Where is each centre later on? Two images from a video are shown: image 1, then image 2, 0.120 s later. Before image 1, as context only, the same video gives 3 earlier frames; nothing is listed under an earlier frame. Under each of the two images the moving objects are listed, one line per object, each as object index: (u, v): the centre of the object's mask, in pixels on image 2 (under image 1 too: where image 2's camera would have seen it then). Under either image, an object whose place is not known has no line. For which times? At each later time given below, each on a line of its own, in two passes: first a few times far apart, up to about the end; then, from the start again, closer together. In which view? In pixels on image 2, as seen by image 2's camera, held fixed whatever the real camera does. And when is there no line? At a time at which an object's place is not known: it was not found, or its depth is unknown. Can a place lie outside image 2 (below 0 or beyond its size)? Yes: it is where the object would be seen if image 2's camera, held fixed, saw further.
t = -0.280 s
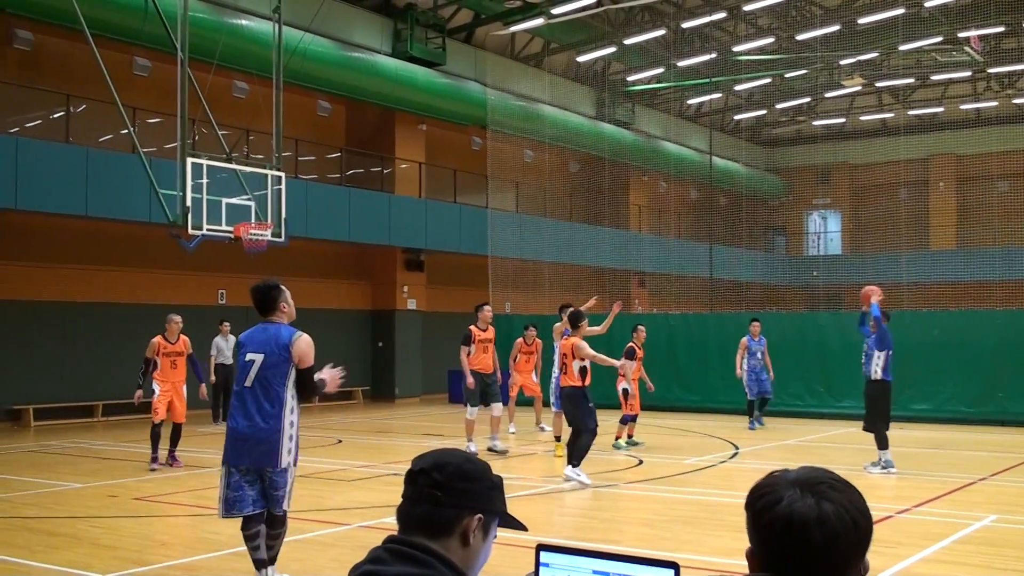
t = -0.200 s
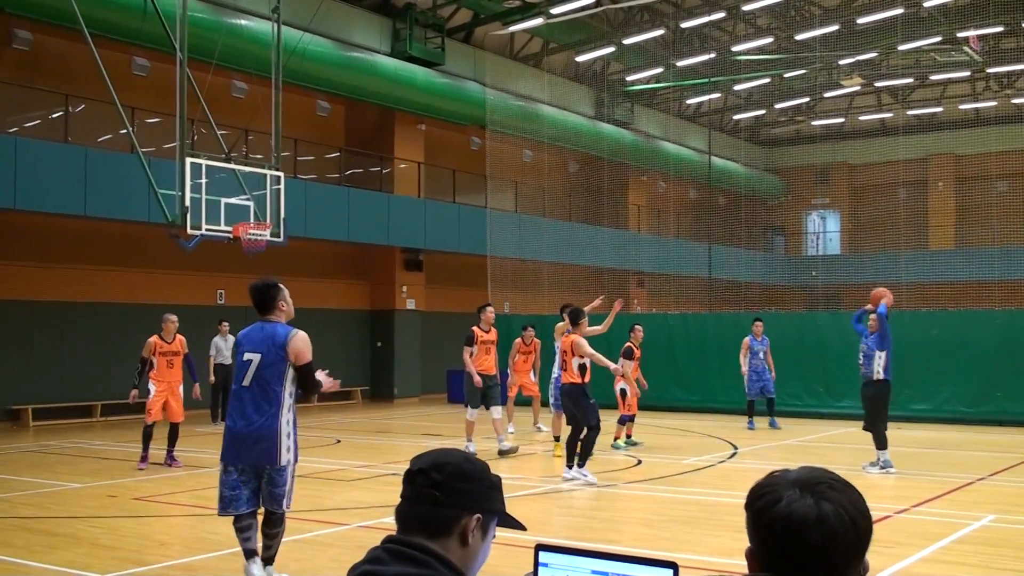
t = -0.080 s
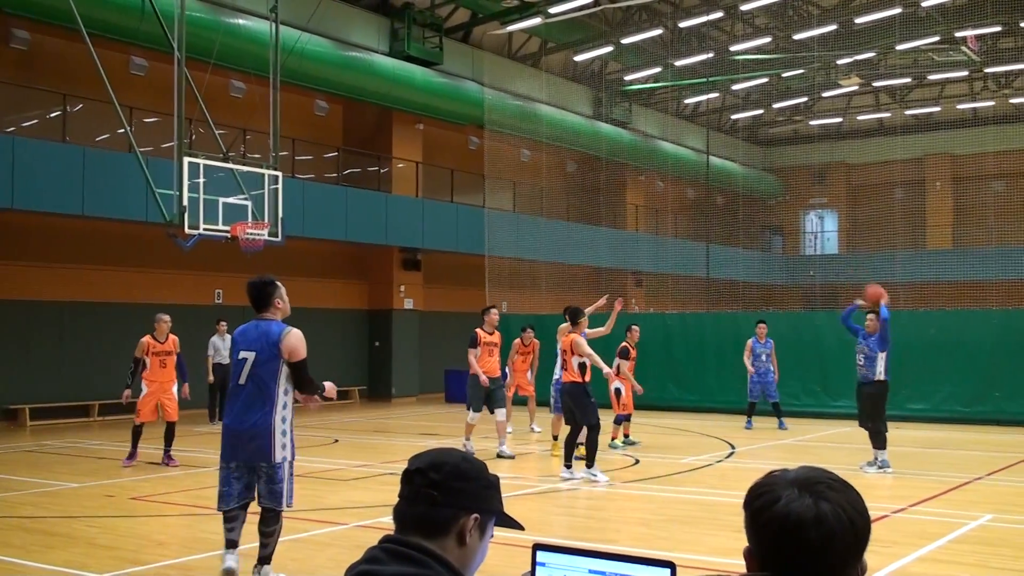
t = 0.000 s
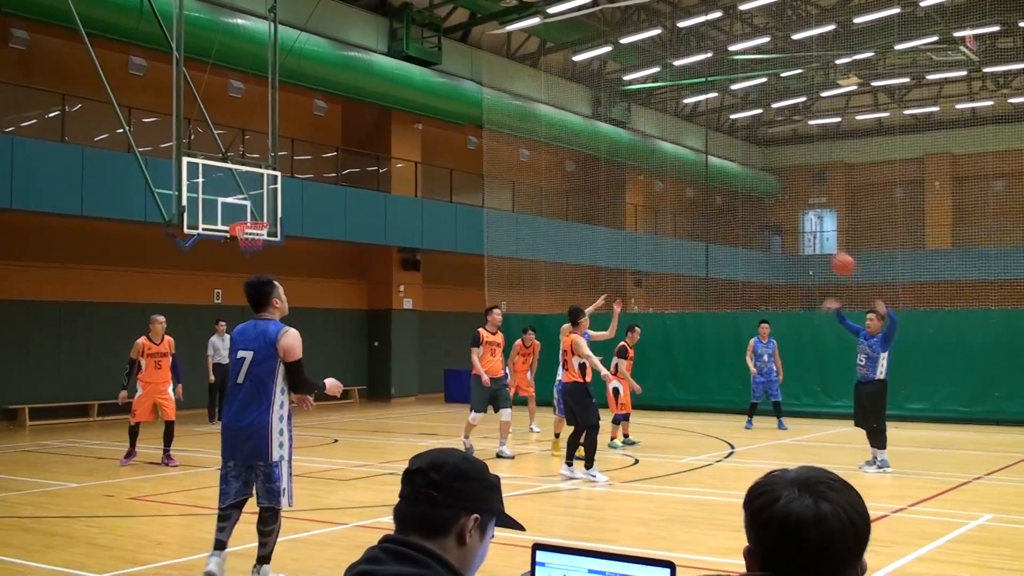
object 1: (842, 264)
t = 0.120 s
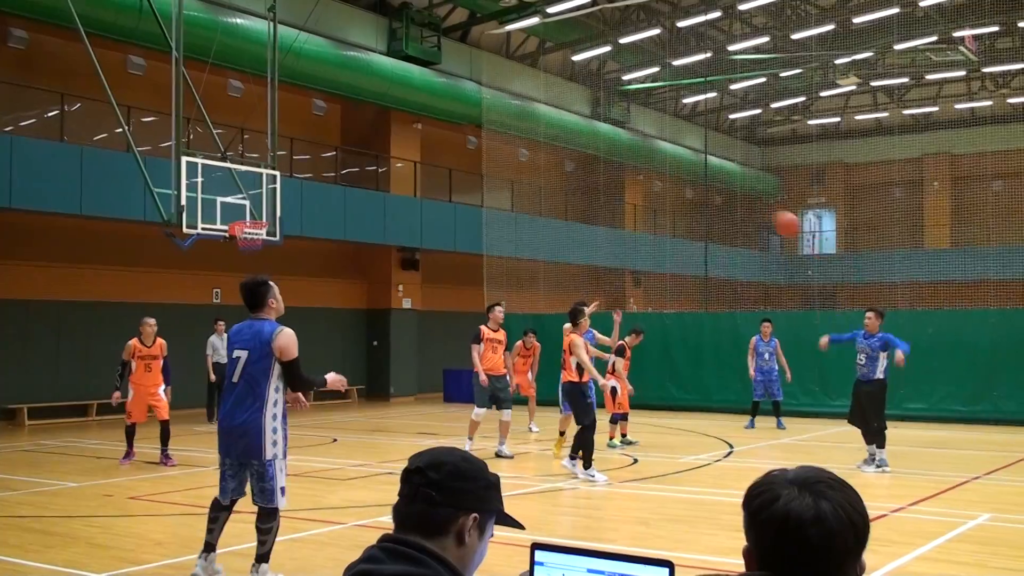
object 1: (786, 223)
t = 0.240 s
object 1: (727, 194)
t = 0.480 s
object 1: (586, 175)
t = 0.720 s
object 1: (407, 222)
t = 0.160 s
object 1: (767, 212)
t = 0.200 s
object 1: (748, 202)
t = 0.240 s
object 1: (727, 194)
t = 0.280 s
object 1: (705, 188)
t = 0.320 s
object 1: (684, 182)
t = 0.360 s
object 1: (660, 177)
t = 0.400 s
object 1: (637, 175)
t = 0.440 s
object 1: (611, 174)
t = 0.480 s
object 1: (586, 175)
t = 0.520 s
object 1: (559, 177)
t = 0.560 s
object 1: (531, 182)
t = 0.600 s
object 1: (502, 188)
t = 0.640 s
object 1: (472, 196)
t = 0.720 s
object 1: (407, 222)
